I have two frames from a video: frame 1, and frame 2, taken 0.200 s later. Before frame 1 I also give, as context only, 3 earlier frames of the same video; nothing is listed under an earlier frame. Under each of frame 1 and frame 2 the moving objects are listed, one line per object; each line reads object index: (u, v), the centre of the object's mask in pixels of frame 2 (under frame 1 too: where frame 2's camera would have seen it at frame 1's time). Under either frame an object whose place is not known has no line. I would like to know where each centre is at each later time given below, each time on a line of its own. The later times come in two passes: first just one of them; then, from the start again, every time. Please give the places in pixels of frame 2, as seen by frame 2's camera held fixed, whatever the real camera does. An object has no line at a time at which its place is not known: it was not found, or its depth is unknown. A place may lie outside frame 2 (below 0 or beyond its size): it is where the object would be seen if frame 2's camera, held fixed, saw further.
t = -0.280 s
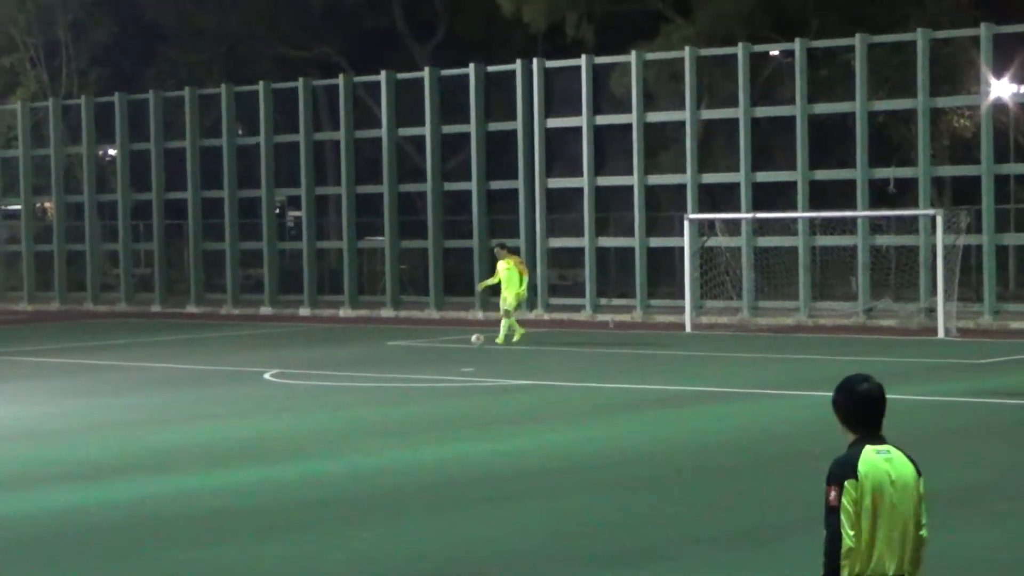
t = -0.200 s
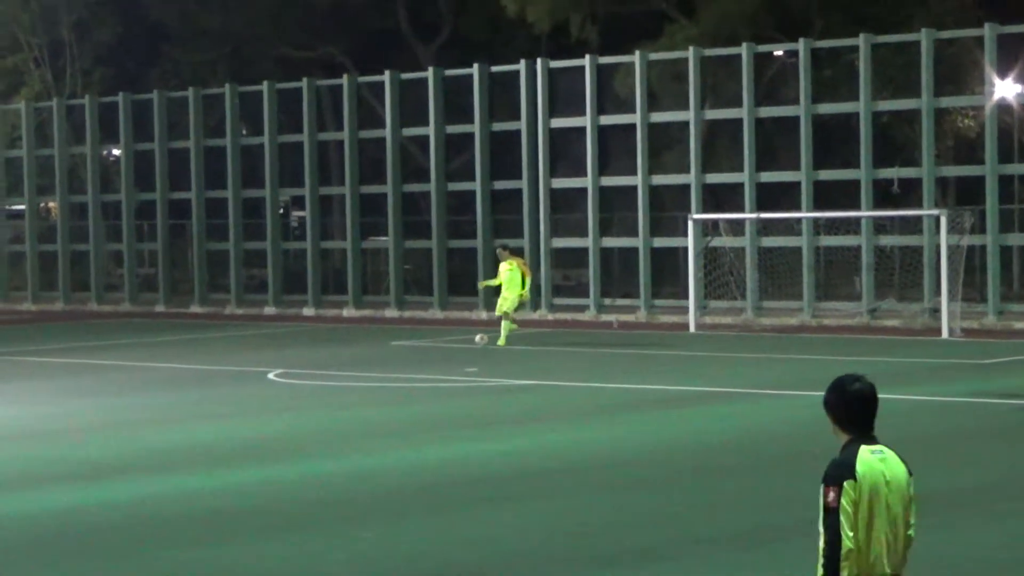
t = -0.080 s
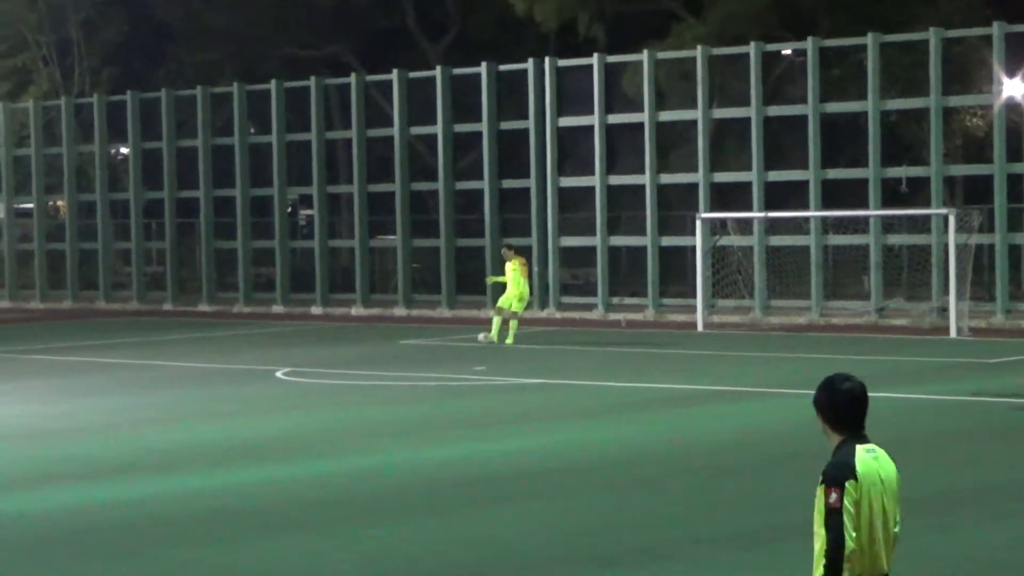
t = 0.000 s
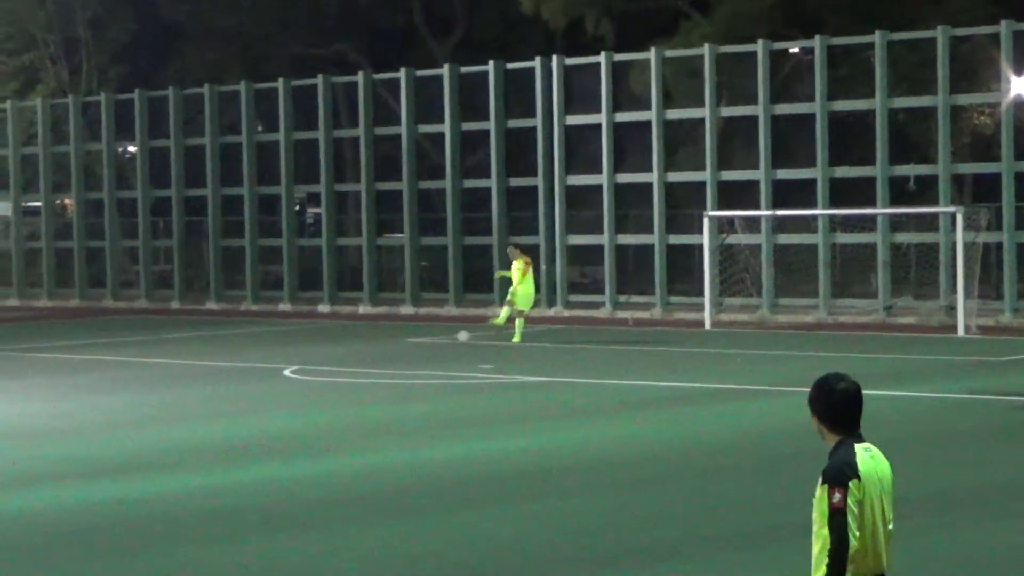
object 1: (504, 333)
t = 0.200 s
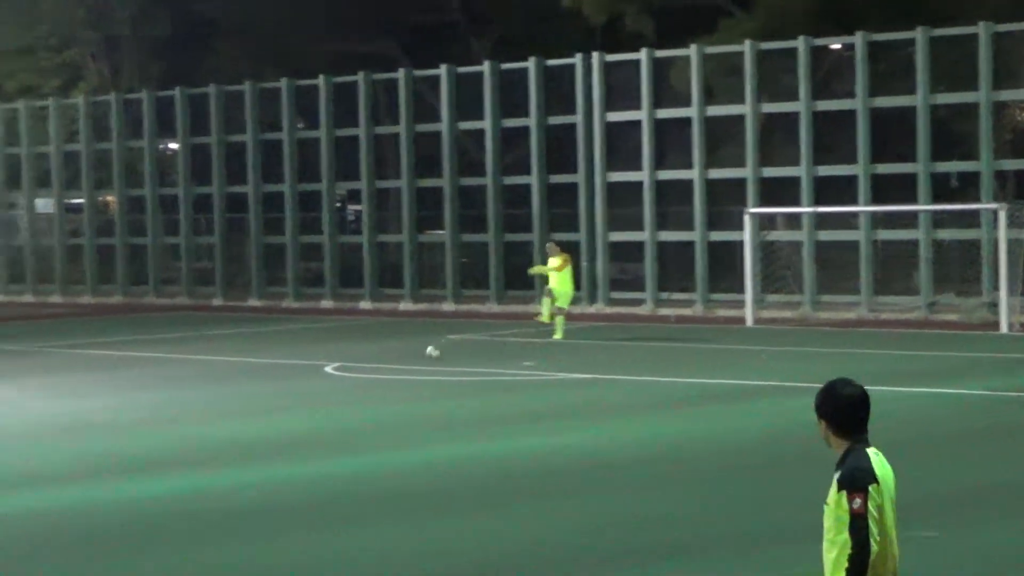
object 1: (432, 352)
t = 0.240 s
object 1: (419, 352)
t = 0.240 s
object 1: (419, 352)
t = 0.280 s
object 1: (405, 352)
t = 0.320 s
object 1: (391, 354)
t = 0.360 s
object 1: (377, 357)
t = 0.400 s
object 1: (363, 363)
